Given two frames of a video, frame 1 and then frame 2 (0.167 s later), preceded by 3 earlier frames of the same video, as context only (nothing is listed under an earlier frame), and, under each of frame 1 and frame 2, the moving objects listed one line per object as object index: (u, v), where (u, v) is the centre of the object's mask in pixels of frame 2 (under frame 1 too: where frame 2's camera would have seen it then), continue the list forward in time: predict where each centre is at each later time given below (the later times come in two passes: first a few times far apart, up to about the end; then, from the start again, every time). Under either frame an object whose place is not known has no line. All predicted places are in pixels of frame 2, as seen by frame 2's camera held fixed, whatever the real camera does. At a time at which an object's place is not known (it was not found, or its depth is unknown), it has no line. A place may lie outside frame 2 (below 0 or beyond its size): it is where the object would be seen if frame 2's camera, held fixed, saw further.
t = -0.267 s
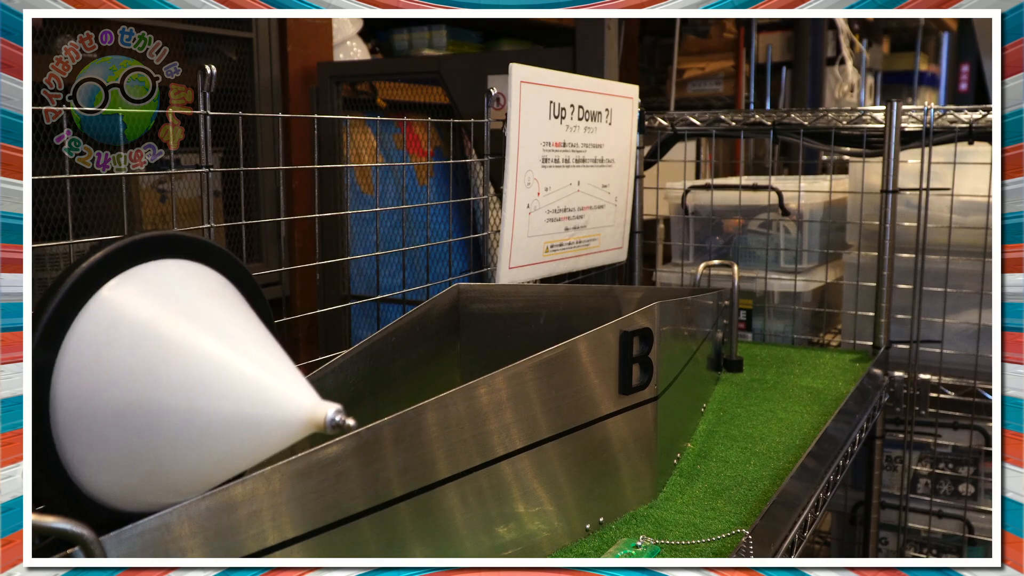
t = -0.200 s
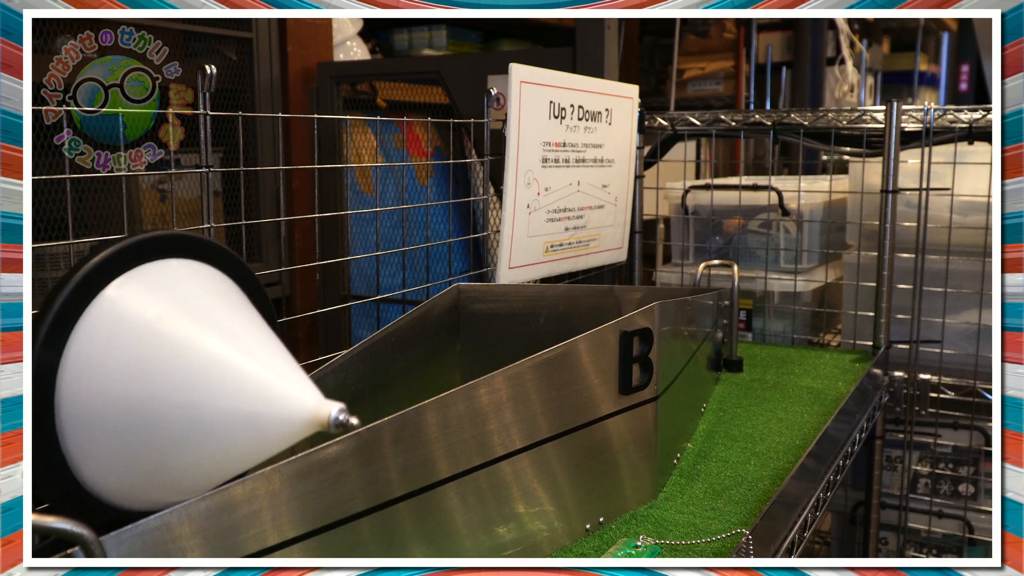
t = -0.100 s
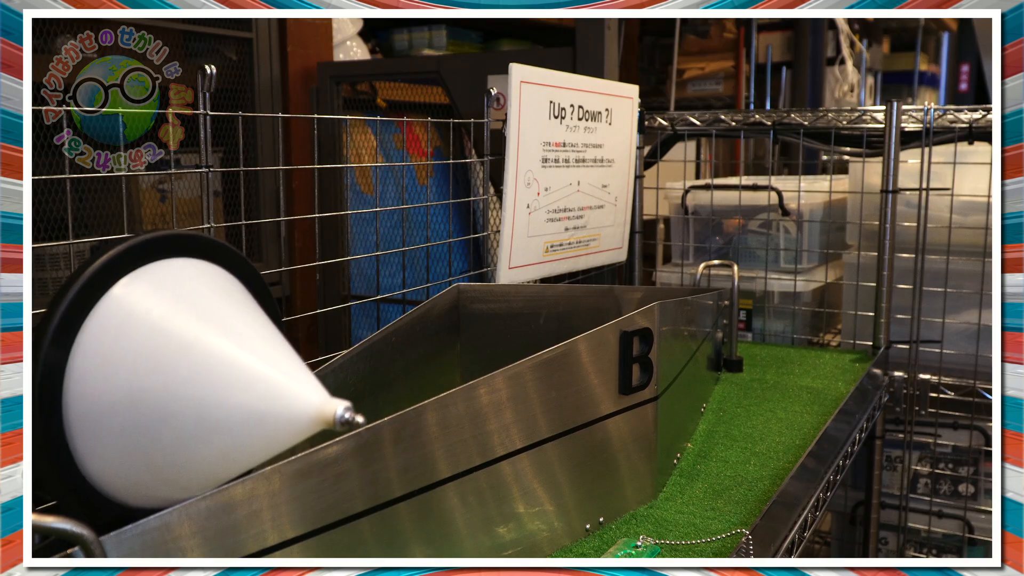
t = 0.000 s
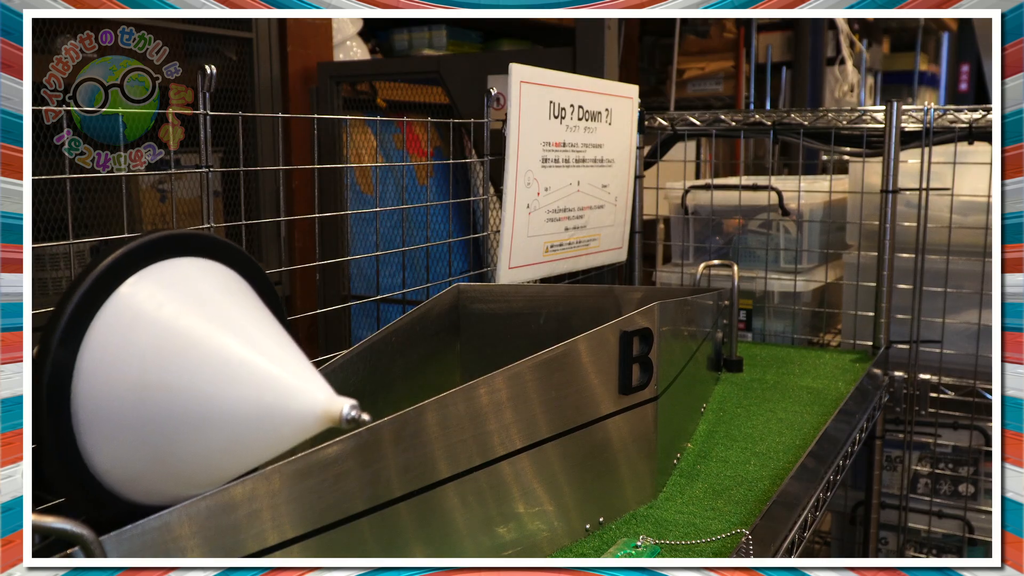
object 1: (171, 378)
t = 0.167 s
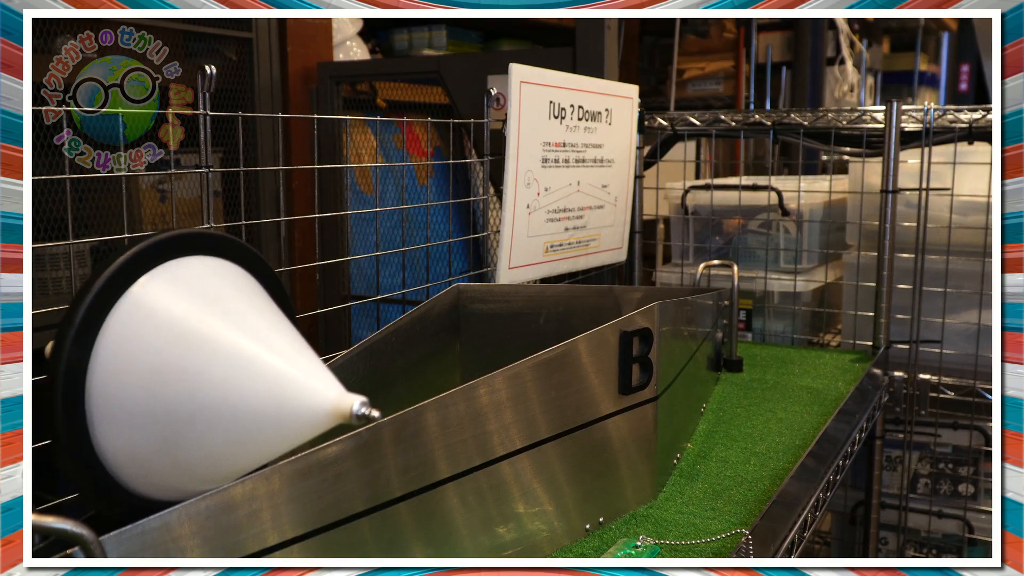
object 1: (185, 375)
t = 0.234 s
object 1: (191, 374)
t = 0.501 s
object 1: (211, 370)
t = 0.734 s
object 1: (231, 363)
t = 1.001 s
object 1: (255, 358)
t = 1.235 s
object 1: (278, 352)
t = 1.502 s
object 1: (302, 347)
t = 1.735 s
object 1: (323, 341)
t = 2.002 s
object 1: (348, 334)
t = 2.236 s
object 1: (369, 329)
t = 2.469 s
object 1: (388, 324)
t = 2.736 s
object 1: (409, 318)
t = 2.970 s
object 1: (426, 313)
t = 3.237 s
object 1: (444, 308)
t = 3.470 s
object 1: (458, 305)
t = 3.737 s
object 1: (472, 301)
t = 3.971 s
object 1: (484, 298)
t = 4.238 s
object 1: (495, 294)
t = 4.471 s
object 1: (505, 292)
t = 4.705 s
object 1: (513, 289)
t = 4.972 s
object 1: (522, 287)
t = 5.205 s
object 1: (529, 285)
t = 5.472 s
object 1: (535, 283)
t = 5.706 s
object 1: (540, 281)
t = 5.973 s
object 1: (546, 280)
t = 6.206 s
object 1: (550, 279)
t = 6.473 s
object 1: (554, 278)
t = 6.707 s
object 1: (560, 277)
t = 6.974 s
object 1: (565, 275)
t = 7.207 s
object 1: (571, 274)
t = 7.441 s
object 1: (577, 273)
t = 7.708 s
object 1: (586, 271)
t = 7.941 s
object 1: (595, 270)
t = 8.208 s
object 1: (606, 267)
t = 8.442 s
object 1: (616, 265)
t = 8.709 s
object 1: (631, 261)
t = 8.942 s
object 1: (647, 258)
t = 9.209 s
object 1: (669, 253)
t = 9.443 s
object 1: (689, 249)
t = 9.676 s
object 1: (706, 244)
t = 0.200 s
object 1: (188, 375)
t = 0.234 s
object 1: (191, 374)
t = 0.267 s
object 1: (193, 374)
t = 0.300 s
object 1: (196, 373)
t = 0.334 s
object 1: (198, 372)
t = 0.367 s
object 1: (201, 372)
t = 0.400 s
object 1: (203, 371)
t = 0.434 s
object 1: (207, 370)
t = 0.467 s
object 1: (209, 370)
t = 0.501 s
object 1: (211, 370)
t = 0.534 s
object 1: (213, 369)
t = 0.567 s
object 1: (216, 368)
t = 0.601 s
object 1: (219, 367)
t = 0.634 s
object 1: (223, 366)
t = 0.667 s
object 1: (226, 365)
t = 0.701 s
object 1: (228, 364)
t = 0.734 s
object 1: (231, 363)
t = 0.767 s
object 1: (235, 363)
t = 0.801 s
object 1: (238, 362)
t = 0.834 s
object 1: (241, 361)
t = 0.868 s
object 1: (244, 360)
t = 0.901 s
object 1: (246, 360)
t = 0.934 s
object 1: (249, 359)
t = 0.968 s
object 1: (252, 358)
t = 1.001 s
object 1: (255, 358)
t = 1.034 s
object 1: (258, 357)
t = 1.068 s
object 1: (262, 356)
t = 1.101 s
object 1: (265, 355)
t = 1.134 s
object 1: (268, 354)
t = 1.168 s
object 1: (271, 354)
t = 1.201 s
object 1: (274, 353)
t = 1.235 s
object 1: (278, 352)
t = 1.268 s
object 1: (280, 352)
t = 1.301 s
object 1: (283, 351)
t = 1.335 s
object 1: (286, 350)
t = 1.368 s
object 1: (290, 349)
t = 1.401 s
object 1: (292, 349)
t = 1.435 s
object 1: (295, 348)
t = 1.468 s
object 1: (299, 347)
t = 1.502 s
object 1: (302, 347)
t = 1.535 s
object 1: (305, 346)
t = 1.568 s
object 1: (308, 345)
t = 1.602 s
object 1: (311, 344)
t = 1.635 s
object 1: (314, 343)
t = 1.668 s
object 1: (317, 342)
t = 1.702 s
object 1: (320, 341)
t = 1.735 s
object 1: (323, 341)
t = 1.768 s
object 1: (326, 340)
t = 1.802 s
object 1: (330, 339)
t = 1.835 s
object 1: (333, 338)
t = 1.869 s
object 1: (337, 338)
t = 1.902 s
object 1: (339, 337)
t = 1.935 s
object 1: (342, 335)
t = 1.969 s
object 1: (345, 335)
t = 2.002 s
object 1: (348, 334)
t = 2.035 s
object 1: (351, 333)
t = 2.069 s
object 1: (354, 332)
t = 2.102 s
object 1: (357, 332)
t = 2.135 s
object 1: (360, 331)
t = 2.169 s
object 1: (363, 330)
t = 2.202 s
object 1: (366, 330)
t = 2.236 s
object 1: (369, 329)
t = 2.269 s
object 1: (372, 329)
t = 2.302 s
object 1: (374, 328)
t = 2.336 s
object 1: (377, 327)
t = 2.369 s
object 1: (380, 326)
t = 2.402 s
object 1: (383, 326)
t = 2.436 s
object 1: (385, 325)
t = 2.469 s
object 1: (388, 324)
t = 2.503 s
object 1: (391, 323)
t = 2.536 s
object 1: (394, 322)
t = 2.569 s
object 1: (396, 322)
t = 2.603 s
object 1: (399, 321)
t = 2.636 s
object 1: (401, 320)
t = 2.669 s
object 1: (404, 319)
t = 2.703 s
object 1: (407, 318)
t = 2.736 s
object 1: (409, 318)
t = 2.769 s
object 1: (412, 317)
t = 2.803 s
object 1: (414, 316)
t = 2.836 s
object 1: (417, 316)
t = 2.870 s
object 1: (419, 315)
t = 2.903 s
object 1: (421, 314)
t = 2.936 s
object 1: (424, 314)
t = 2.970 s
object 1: (426, 313)
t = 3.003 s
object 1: (428, 313)
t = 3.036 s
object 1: (431, 312)
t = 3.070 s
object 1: (433, 311)
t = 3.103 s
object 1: (435, 311)
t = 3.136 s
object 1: (438, 310)
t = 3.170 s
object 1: (440, 310)
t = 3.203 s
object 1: (442, 309)
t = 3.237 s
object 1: (444, 308)
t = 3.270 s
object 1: (446, 308)
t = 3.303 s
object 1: (448, 307)
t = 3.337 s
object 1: (450, 307)
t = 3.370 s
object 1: (452, 306)
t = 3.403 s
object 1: (454, 306)
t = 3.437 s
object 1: (456, 305)
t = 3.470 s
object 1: (458, 305)
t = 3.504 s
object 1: (460, 304)
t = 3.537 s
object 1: (462, 304)
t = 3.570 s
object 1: (463, 303)
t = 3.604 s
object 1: (465, 303)
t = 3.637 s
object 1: (467, 302)
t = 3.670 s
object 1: (469, 302)
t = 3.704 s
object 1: (470, 301)
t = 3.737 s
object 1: (472, 301)
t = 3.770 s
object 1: (474, 300)
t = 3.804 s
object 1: (475, 300)
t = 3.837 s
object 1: (477, 300)
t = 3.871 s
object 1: (479, 299)
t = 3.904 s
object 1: (480, 299)
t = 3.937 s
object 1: (482, 298)
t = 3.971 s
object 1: (484, 298)
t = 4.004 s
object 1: (485, 297)
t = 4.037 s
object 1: (487, 297)
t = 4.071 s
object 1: (488, 296)
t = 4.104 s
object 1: (490, 296)
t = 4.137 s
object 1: (491, 296)
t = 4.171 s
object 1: (492, 295)
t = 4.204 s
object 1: (494, 295)
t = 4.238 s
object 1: (495, 294)
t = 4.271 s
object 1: (497, 294)
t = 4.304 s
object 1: (498, 294)
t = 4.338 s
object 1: (499, 293)
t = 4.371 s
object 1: (501, 293)
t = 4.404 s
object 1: (502, 293)
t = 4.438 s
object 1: (503, 292)
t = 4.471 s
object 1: (505, 292)
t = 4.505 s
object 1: (506, 292)
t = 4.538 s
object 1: (507, 291)
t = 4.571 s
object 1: (508, 291)
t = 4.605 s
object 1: (510, 290)
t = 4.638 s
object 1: (511, 290)
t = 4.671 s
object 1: (512, 290)
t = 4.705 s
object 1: (513, 289)
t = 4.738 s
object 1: (514, 289)
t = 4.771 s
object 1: (516, 289)
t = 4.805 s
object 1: (517, 288)
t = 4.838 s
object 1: (518, 288)
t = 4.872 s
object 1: (519, 288)
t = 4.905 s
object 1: (520, 287)
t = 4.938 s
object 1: (521, 287)
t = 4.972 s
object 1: (522, 287)
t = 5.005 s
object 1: (523, 286)
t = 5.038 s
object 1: (524, 286)
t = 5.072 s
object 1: (525, 286)
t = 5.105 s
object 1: (526, 286)
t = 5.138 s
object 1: (527, 285)
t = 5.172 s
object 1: (528, 285)
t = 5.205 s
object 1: (529, 285)
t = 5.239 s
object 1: (530, 285)
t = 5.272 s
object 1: (530, 284)
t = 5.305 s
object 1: (531, 284)
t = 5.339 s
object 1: (532, 284)
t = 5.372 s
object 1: (533, 284)
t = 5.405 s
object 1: (534, 283)
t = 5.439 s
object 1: (535, 283)
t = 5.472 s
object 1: (535, 283)
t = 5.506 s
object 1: (536, 283)
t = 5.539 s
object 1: (537, 282)
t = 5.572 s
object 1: (538, 282)
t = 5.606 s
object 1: (538, 282)
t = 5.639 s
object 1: (539, 282)
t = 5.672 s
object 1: (540, 282)
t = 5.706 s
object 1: (540, 281)
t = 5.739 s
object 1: (541, 281)
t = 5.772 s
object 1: (542, 281)
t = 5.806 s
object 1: (543, 281)
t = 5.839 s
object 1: (543, 281)
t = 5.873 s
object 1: (544, 280)
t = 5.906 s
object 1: (545, 280)
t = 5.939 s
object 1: (545, 280)
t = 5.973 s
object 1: (546, 280)
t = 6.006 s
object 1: (546, 280)
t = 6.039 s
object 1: (547, 279)
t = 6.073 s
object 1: (548, 279)
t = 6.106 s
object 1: (548, 279)
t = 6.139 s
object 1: (549, 279)
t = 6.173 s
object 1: (549, 279)
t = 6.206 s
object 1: (550, 279)
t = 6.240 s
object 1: (550, 279)
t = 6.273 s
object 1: (551, 278)
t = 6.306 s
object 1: (552, 278)
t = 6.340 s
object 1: (552, 278)
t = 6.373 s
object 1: (553, 278)
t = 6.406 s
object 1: (553, 278)
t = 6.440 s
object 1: (554, 278)
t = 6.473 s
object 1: (554, 278)
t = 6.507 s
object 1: (555, 278)
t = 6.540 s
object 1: (556, 278)
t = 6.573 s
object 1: (557, 277)
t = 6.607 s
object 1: (558, 277)
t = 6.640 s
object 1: (558, 277)
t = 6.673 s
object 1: (559, 277)
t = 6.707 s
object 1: (560, 277)
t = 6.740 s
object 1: (560, 277)
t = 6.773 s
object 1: (561, 276)
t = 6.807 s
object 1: (562, 276)
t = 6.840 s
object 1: (562, 276)
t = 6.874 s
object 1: (563, 276)
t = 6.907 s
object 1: (564, 276)
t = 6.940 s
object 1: (565, 276)
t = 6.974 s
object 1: (565, 275)
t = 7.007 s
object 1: (566, 275)
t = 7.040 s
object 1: (567, 275)
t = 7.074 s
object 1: (568, 275)
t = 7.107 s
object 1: (568, 275)
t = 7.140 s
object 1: (569, 275)
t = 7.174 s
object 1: (570, 274)
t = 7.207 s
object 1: (571, 274)
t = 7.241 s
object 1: (572, 274)
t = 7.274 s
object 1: (573, 274)
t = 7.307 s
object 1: (574, 274)
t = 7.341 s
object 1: (575, 274)
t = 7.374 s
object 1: (576, 273)
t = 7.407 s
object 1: (577, 273)
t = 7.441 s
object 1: (577, 273)
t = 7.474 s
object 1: (578, 273)
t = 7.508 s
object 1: (579, 273)
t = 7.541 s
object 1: (580, 272)
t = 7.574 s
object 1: (582, 272)
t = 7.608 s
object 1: (583, 272)
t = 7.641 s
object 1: (584, 272)
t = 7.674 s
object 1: (585, 271)
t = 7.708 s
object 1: (586, 271)
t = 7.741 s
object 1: (587, 271)
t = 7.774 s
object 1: (588, 271)
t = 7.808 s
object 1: (590, 271)
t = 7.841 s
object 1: (591, 270)
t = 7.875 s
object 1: (592, 270)
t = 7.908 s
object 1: (594, 270)
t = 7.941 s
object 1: (595, 270)
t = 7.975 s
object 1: (596, 269)
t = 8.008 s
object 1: (598, 269)
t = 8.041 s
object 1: (599, 269)
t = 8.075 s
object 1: (600, 268)
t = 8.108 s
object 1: (602, 268)
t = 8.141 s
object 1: (603, 268)
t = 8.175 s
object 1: (605, 268)
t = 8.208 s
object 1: (606, 267)
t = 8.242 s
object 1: (607, 267)
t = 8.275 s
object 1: (609, 267)
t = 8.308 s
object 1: (610, 266)
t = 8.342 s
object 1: (612, 266)
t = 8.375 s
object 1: (613, 266)
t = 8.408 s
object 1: (615, 265)
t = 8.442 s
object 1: (616, 265)
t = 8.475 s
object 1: (618, 265)
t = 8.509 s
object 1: (620, 264)
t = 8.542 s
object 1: (621, 264)
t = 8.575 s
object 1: (623, 263)
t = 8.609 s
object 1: (625, 263)
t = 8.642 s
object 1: (627, 262)
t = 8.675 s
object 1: (629, 262)
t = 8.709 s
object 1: (631, 261)
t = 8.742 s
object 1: (633, 261)
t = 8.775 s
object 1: (635, 260)
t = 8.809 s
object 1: (637, 260)
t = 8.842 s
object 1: (640, 259)
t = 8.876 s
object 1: (642, 259)
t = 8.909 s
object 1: (644, 258)
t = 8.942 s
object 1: (647, 258)
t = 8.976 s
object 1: (649, 257)
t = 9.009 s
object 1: (652, 257)
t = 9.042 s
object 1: (655, 256)
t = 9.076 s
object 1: (658, 255)
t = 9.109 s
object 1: (660, 255)
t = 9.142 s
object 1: (663, 254)
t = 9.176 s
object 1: (666, 254)
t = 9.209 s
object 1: (669, 253)
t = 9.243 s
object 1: (672, 252)
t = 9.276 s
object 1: (675, 252)
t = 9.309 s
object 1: (677, 251)
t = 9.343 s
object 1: (680, 251)
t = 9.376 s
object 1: (683, 250)
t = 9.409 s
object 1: (686, 249)
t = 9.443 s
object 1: (689, 249)
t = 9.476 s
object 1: (692, 248)
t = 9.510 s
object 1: (694, 248)
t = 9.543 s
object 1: (697, 247)
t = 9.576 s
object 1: (699, 246)
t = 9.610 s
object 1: (702, 246)
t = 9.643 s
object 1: (704, 245)
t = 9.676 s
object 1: (706, 244)
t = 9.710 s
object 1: (708, 244)
